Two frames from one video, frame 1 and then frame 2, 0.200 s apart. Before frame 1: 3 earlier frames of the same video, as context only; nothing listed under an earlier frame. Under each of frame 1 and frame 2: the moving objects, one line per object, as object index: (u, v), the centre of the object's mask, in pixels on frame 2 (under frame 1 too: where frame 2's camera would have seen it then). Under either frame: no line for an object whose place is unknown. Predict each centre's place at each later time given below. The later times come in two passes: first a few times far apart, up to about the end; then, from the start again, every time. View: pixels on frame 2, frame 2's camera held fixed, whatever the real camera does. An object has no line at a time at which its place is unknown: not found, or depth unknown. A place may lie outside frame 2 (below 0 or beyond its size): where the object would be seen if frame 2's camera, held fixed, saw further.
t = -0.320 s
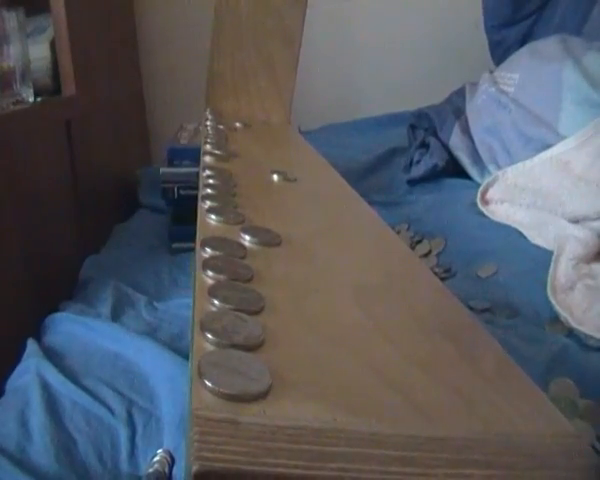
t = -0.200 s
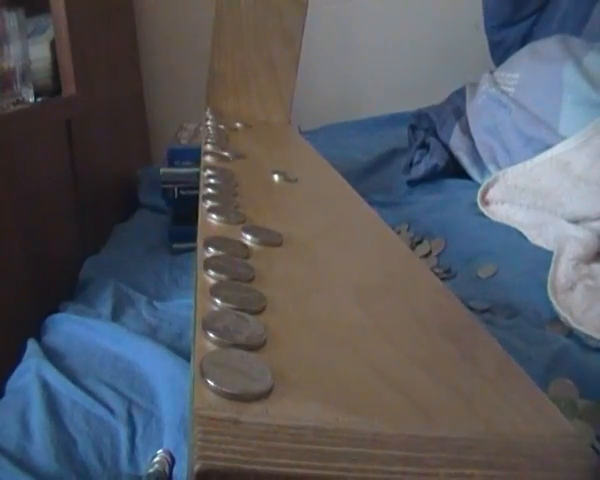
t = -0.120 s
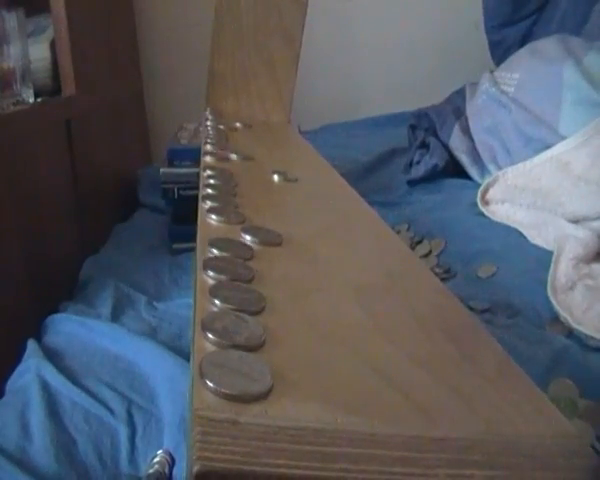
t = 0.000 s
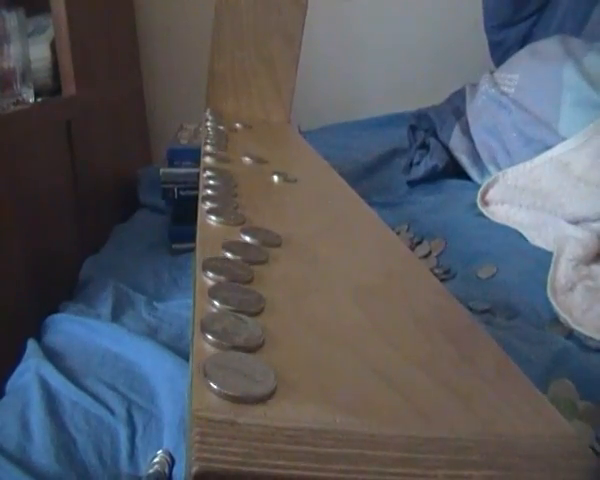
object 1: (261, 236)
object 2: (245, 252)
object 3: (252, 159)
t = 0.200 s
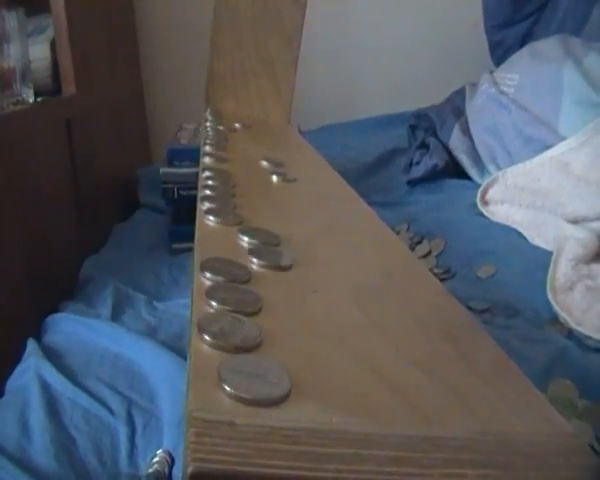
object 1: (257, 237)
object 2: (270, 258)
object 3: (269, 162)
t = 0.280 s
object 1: (255, 238)
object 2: (275, 260)
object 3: (274, 164)
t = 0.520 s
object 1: (235, 245)
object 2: (270, 267)
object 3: (284, 168)
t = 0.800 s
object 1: (235, 247)
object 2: (274, 270)
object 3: (286, 168)
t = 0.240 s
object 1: (256, 237)
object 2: (273, 259)
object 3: (272, 163)
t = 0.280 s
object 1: (255, 238)
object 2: (275, 260)
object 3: (274, 164)
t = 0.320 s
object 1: (251, 239)
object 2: (276, 262)
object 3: (279, 165)
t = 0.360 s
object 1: (244, 242)
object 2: (274, 265)
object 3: (281, 166)
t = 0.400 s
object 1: (237, 244)
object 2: (271, 266)
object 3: (282, 168)
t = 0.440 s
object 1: (233, 245)
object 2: (267, 266)
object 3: (283, 168)
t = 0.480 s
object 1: (232, 245)
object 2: (267, 266)
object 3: (283, 168)
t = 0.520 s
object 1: (235, 245)
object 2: (270, 267)
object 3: (284, 168)
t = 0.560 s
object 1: (238, 245)
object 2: (273, 267)
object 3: (285, 168)
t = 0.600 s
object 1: (240, 244)
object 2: (276, 266)
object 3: (286, 168)
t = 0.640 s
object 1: (239, 243)
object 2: (277, 266)
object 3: (287, 168)
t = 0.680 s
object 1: (237, 244)
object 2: (276, 266)
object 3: (285, 168)
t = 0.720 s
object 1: (236, 244)
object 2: (275, 267)
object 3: (285, 168)
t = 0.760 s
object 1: (235, 245)
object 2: (274, 268)
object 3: (287, 167)
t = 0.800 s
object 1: (235, 247)
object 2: (274, 270)
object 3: (286, 168)
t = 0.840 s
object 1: (235, 250)
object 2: (274, 272)
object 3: (285, 169)
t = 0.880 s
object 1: (235, 254)
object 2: (274, 277)
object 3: (286, 170)
